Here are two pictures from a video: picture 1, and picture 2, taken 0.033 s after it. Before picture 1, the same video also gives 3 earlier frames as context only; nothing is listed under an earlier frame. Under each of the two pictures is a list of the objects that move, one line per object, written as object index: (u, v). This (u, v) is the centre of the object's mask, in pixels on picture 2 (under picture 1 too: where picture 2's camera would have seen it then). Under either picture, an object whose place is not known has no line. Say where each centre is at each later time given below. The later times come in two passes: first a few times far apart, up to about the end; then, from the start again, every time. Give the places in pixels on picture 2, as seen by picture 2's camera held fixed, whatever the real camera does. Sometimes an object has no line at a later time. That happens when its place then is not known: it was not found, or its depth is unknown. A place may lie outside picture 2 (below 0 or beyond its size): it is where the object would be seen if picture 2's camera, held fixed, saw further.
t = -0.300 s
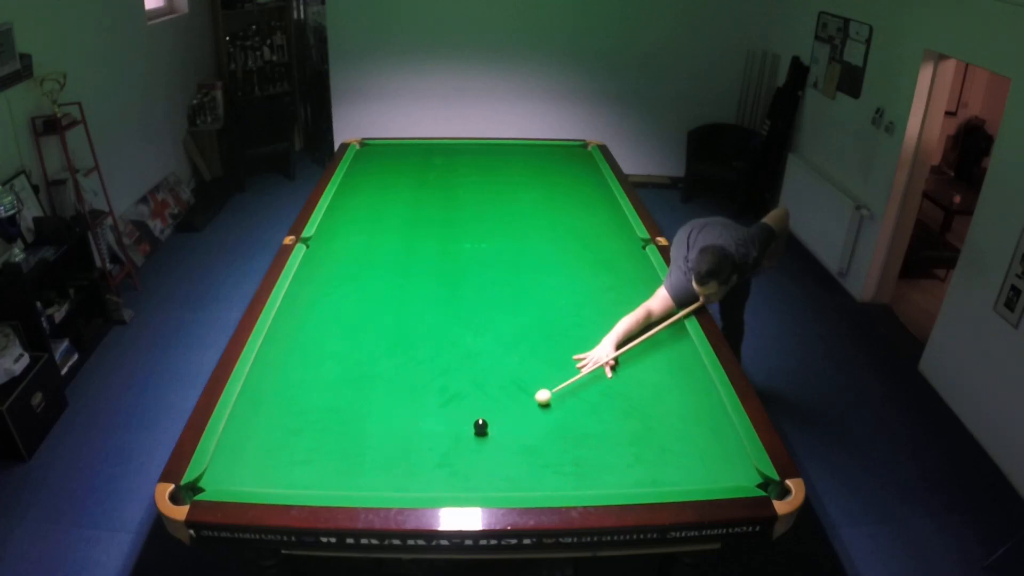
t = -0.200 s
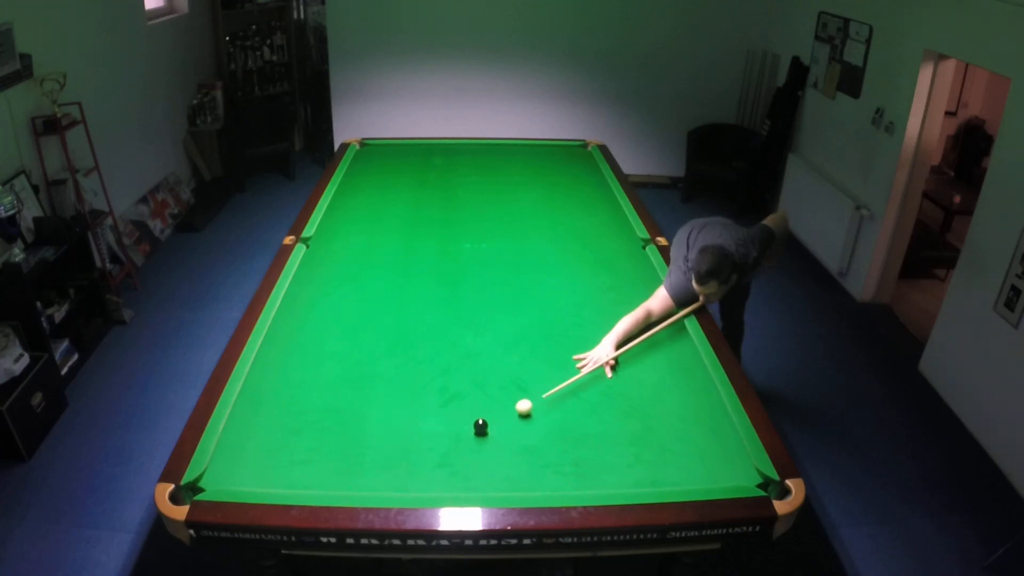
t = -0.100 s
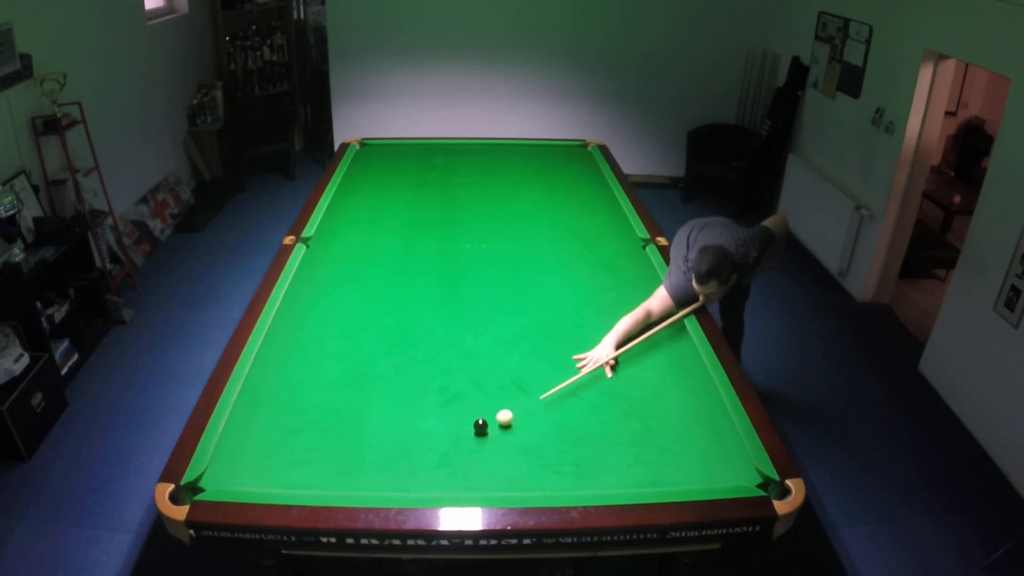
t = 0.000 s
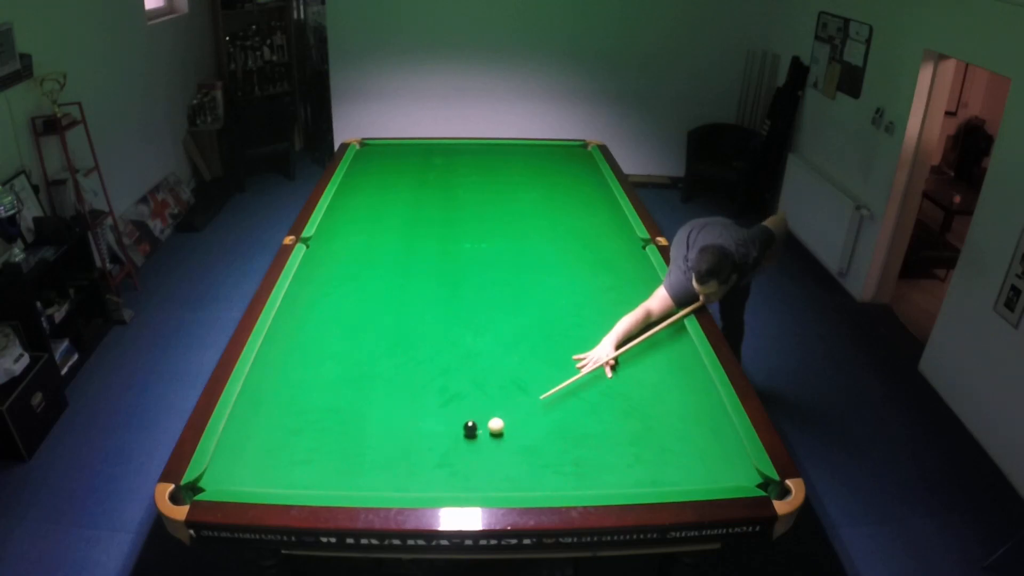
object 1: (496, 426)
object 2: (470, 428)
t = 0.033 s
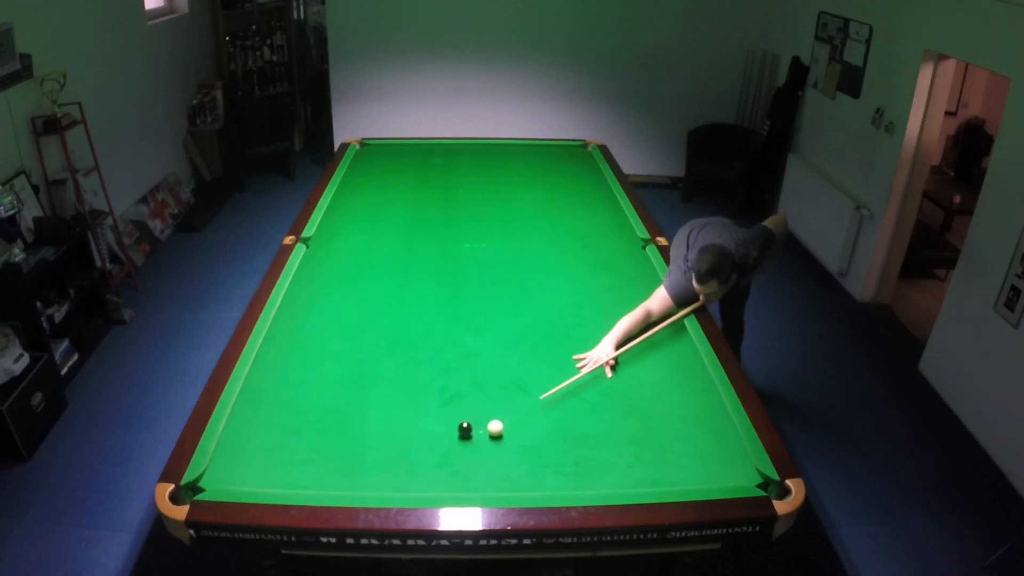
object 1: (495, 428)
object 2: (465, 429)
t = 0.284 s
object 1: (489, 445)
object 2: (428, 437)
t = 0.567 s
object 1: (482, 465)
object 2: (388, 446)
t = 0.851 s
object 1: (476, 483)
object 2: (350, 453)
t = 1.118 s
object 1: (471, 482)
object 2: (316, 460)
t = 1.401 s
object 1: (466, 472)
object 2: (283, 467)
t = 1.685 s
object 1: (462, 464)
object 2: (251, 473)
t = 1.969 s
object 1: (459, 458)
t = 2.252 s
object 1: (456, 454)
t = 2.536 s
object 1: (455, 451)
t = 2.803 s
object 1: (454, 449)
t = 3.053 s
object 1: (454, 449)
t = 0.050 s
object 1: (495, 429)
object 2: (462, 430)
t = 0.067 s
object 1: (494, 430)
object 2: (460, 430)
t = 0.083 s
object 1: (494, 431)
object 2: (457, 431)
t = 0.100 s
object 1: (494, 433)
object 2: (455, 431)
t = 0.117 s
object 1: (493, 434)
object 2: (453, 432)
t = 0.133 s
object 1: (493, 435)
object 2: (450, 432)
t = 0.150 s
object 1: (492, 436)
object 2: (448, 433)
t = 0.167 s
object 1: (492, 437)
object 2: (445, 433)
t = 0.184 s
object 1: (492, 438)
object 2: (443, 434)
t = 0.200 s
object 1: (491, 439)
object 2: (440, 435)
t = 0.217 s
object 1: (491, 441)
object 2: (438, 435)
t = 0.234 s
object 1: (490, 442)
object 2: (436, 436)
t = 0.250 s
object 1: (490, 443)
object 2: (433, 436)
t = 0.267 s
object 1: (489, 444)
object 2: (431, 437)
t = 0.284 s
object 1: (489, 445)
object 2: (428, 437)
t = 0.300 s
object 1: (489, 446)
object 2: (426, 438)
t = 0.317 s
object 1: (488, 448)
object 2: (424, 438)
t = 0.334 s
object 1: (488, 449)
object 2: (421, 439)
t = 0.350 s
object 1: (487, 450)
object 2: (419, 439)
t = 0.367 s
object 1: (487, 451)
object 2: (417, 440)
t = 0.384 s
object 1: (487, 452)
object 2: (414, 440)
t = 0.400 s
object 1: (486, 453)
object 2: (412, 441)
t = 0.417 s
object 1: (486, 454)
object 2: (409, 441)
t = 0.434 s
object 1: (485, 455)
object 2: (407, 442)
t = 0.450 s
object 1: (485, 457)
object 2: (405, 442)
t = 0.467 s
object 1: (485, 458)
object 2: (403, 443)
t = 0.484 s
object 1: (484, 459)
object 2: (400, 443)
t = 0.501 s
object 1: (484, 460)
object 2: (398, 444)
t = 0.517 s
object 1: (484, 461)
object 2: (395, 444)
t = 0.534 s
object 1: (483, 462)
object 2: (393, 445)
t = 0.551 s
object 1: (483, 463)
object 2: (391, 445)
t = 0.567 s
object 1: (482, 465)
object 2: (388, 446)
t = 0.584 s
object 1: (482, 466)
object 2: (386, 446)
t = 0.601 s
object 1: (482, 467)
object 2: (384, 446)
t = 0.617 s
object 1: (481, 468)
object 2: (381, 447)
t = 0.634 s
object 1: (481, 469)
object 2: (379, 447)
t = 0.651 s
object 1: (480, 470)
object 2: (377, 448)
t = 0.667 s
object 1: (480, 471)
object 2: (375, 448)
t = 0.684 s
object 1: (480, 472)
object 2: (373, 449)
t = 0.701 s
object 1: (479, 473)
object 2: (370, 449)
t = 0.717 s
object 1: (479, 475)
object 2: (368, 450)
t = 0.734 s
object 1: (478, 476)
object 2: (366, 450)
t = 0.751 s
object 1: (478, 477)
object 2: (364, 450)
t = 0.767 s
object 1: (478, 478)
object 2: (361, 451)
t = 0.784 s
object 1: (477, 479)
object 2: (359, 451)
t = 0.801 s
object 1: (477, 480)
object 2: (357, 452)
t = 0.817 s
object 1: (477, 481)
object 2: (355, 452)
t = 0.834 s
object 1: (476, 482)
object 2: (353, 453)
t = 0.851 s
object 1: (476, 483)
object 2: (350, 453)
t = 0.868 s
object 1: (476, 484)
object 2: (348, 454)
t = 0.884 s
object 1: (475, 484)
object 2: (346, 454)
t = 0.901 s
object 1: (475, 485)
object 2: (344, 454)
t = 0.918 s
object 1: (475, 486)
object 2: (342, 455)
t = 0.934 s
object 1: (474, 487)
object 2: (340, 455)
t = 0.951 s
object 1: (474, 487)
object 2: (338, 456)
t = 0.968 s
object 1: (474, 487)
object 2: (335, 456)
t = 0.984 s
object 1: (473, 486)
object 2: (333, 457)
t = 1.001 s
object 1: (473, 486)
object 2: (331, 457)
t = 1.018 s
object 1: (473, 485)
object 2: (329, 457)
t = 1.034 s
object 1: (472, 485)
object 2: (327, 458)
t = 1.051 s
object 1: (472, 484)
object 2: (325, 458)
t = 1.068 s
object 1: (472, 484)
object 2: (323, 459)
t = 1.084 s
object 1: (472, 483)
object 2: (321, 459)
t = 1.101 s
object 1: (471, 483)
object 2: (319, 460)
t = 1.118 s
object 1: (471, 482)
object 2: (316, 460)
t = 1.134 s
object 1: (471, 481)
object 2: (314, 460)
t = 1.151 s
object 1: (470, 481)
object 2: (312, 461)
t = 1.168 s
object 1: (470, 480)
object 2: (310, 461)
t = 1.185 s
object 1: (470, 480)
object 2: (308, 462)
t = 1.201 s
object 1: (470, 479)
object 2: (306, 462)
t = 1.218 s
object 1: (469, 478)
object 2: (304, 463)
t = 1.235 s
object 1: (469, 478)
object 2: (302, 463)
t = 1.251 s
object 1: (469, 477)
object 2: (300, 463)
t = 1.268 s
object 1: (468, 477)
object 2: (298, 464)
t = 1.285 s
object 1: (468, 476)
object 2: (296, 464)
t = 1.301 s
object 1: (468, 475)
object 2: (294, 465)
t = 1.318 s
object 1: (468, 475)
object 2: (292, 465)
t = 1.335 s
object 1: (467, 474)
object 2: (290, 466)
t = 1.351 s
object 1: (467, 474)
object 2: (289, 466)
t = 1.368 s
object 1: (467, 473)
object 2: (286, 466)
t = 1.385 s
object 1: (467, 473)
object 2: (285, 467)
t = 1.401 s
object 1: (466, 472)
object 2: (283, 467)
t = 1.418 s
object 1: (466, 472)
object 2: (281, 467)
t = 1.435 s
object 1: (466, 471)
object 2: (279, 468)
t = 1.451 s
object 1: (466, 470)
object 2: (277, 468)
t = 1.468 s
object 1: (465, 470)
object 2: (275, 469)
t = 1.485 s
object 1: (465, 470)
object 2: (273, 469)
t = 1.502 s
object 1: (465, 469)
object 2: (271, 469)
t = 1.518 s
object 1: (465, 469)
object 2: (269, 470)
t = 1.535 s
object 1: (465, 468)
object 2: (267, 470)
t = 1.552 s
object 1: (464, 468)
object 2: (266, 471)
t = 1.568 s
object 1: (464, 467)
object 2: (264, 471)
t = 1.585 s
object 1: (464, 467)
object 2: (262, 471)
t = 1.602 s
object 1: (464, 466)
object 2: (260, 471)
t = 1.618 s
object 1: (463, 466)
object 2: (258, 472)
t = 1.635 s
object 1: (463, 465)
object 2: (257, 472)
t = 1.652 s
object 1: (463, 465)
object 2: (255, 473)
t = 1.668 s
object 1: (463, 465)
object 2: (253, 473)
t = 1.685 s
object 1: (462, 464)
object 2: (251, 473)
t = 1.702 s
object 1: (462, 464)
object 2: (249, 474)
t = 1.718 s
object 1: (462, 463)
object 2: (248, 474)
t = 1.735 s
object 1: (462, 463)
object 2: (246, 474)
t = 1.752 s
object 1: (462, 462)
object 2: (244, 475)
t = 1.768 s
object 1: (461, 462)
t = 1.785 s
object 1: (461, 462)
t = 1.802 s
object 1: (461, 461)
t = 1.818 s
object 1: (461, 461)
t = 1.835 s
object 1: (461, 461)
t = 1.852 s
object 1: (461, 460)
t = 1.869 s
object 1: (460, 460)
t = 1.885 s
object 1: (460, 460)
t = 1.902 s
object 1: (460, 459)
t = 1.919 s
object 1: (460, 459)
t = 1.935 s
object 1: (459, 459)
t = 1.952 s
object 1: (459, 458)
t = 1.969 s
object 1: (459, 458)
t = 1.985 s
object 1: (459, 458)
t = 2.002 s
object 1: (459, 457)
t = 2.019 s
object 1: (458, 457)
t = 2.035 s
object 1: (458, 457)
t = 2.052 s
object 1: (458, 457)
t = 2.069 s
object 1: (458, 456)
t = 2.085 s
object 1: (458, 456)
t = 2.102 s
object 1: (457, 456)
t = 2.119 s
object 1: (457, 456)
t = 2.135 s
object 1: (457, 455)
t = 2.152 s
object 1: (457, 455)
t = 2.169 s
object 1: (457, 455)
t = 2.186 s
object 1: (457, 455)
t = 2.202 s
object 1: (456, 454)
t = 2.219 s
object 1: (456, 454)
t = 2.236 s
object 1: (456, 454)
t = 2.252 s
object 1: (456, 454)
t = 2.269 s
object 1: (456, 454)
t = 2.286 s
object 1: (456, 453)
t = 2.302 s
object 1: (456, 453)
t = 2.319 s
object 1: (456, 453)
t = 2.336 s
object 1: (455, 453)
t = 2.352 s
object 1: (455, 453)
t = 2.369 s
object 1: (455, 452)
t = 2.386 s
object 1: (455, 452)
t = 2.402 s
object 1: (455, 452)
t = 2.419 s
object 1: (455, 452)
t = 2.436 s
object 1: (455, 452)
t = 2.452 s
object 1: (455, 452)
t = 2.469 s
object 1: (455, 451)
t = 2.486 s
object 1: (455, 451)
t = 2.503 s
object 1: (454, 451)
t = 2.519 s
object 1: (455, 451)
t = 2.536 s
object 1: (455, 451)
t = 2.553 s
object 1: (455, 451)
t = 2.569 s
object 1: (455, 451)
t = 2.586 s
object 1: (454, 451)
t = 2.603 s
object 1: (454, 450)
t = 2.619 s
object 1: (454, 450)
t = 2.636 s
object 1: (454, 450)
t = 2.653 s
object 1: (454, 450)
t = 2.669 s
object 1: (454, 450)
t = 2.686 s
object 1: (454, 450)
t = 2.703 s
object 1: (454, 450)
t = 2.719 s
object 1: (454, 450)
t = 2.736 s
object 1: (454, 450)
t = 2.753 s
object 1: (454, 450)
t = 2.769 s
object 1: (454, 450)
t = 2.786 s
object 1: (454, 450)
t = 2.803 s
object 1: (454, 449)
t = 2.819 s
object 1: (454, 449)
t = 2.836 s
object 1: (454, 449)
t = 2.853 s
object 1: (454, 449)
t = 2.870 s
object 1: (454, 449)
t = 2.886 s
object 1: (454, 449)
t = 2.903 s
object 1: (454, 449)
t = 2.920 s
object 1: (454, 449)
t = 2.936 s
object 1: (454, 449)
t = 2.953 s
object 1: (454, 449)
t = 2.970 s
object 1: (454, 449)
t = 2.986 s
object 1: (454, 449)
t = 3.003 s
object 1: (454, 449)
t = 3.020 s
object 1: (454, 449)
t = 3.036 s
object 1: (454, 449)
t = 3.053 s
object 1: (454, 449)
